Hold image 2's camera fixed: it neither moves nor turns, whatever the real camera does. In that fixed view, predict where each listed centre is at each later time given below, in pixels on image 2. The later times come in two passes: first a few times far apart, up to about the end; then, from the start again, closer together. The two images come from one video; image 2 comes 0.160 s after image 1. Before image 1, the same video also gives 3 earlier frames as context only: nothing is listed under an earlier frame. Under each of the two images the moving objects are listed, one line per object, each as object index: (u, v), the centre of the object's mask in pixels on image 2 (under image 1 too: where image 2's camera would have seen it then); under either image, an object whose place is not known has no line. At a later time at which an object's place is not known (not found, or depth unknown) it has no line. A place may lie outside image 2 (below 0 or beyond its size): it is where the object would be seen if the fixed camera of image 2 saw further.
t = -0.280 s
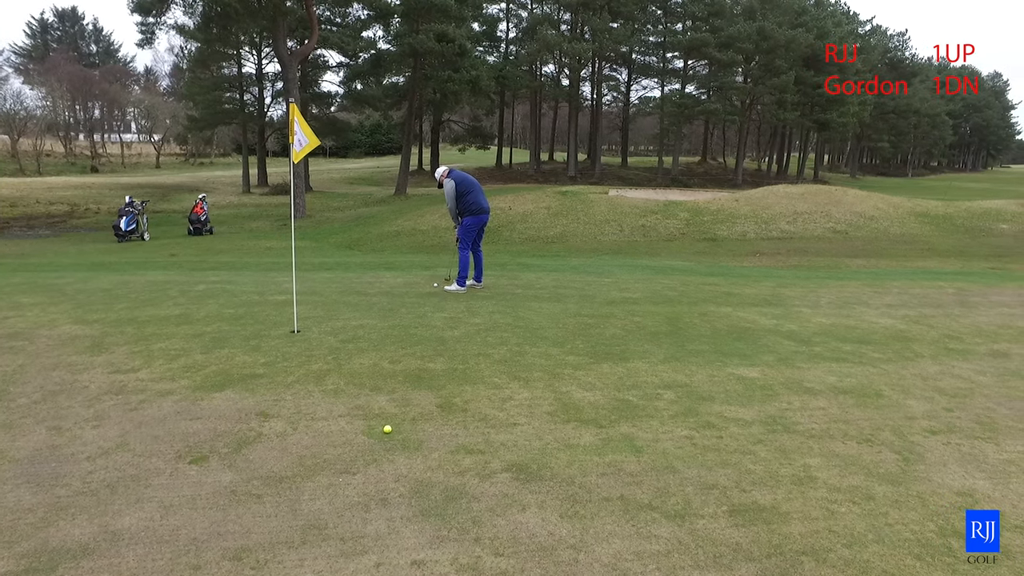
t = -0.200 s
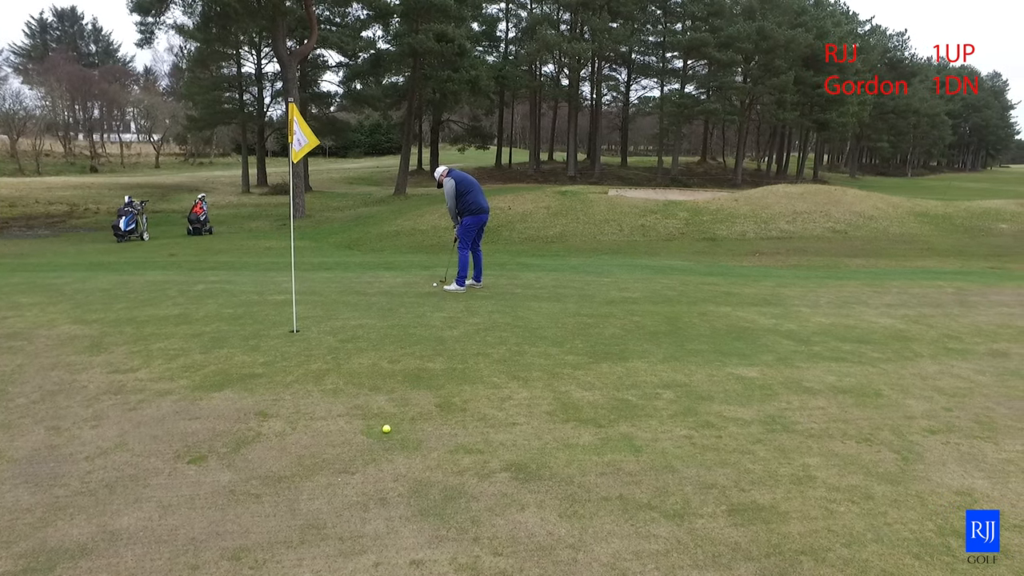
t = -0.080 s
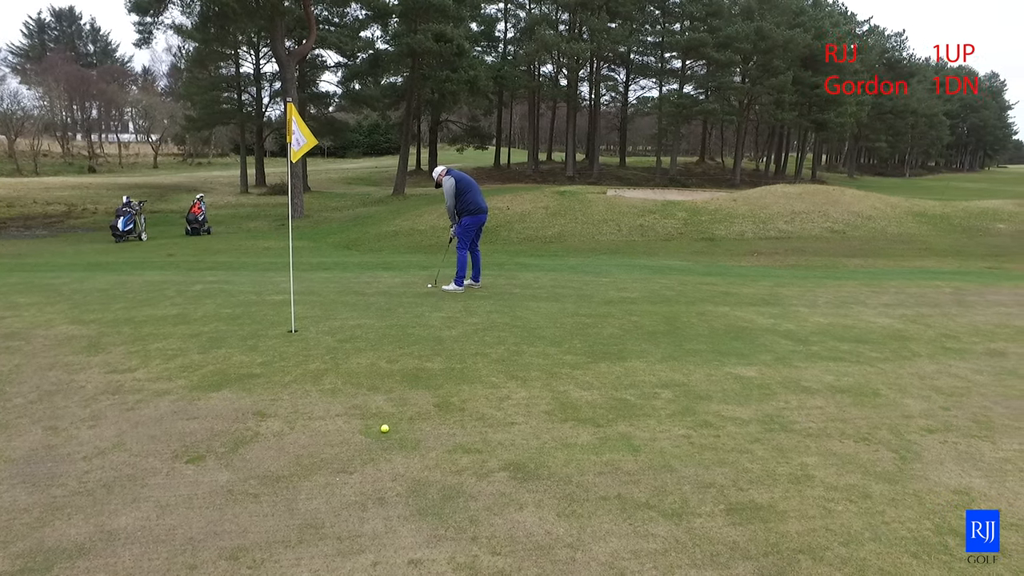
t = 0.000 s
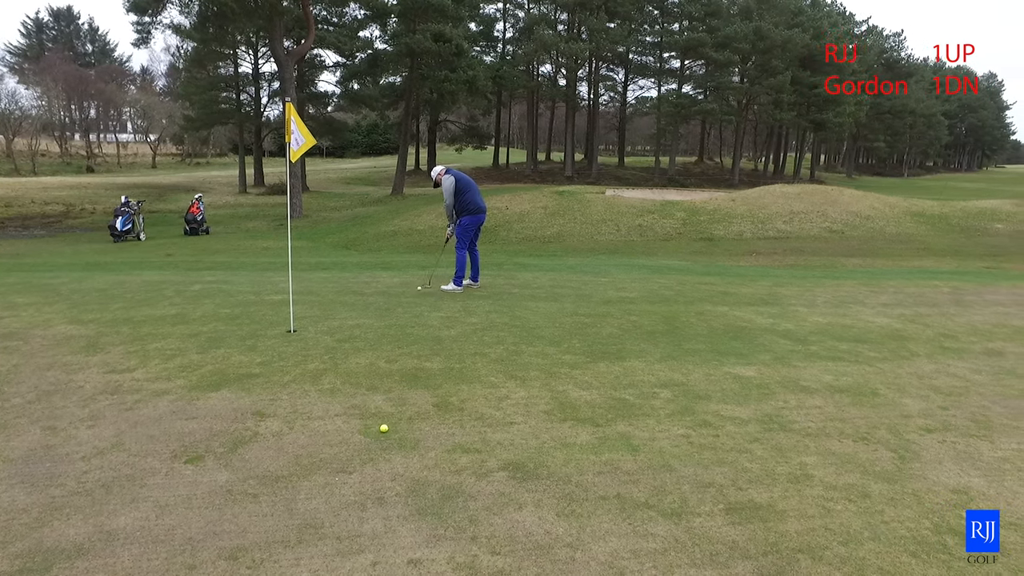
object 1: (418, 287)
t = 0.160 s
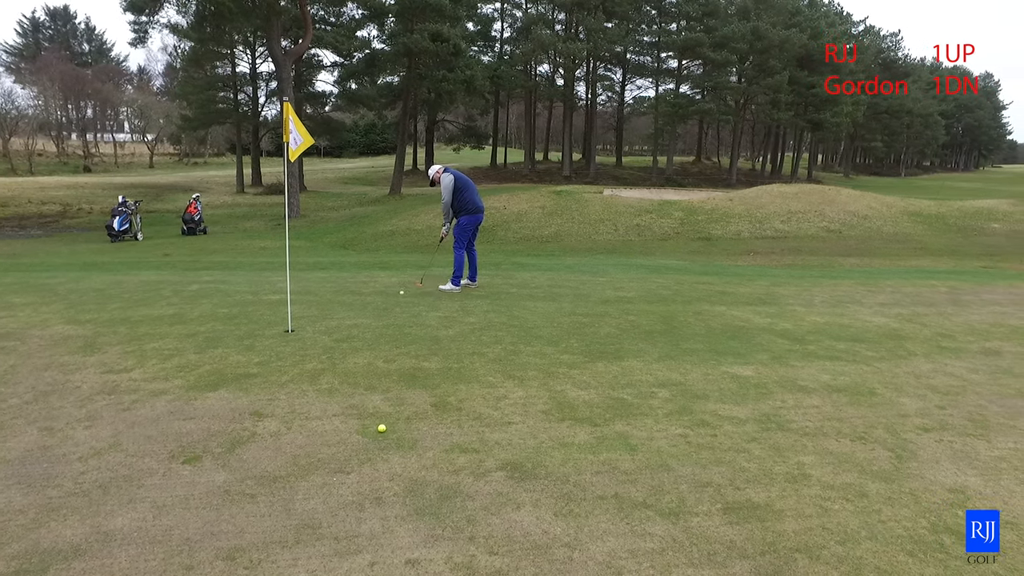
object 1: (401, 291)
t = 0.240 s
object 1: (394, 294)
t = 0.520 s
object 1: (368, 302)
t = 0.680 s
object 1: (355, 307)
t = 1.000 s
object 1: (329, 316)
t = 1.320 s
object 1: (307, 325)
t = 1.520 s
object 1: (296, 329)
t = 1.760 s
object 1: (285, 334)
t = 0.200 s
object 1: (399, 293)
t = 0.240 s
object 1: (394, 294)
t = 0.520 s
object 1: (368, 302)
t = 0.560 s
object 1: (365, 304)
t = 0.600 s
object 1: (361, 305)
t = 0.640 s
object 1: (358, 306)
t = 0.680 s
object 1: (355, 307)
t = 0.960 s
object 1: (332, 315)
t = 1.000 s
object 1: (329, 316)
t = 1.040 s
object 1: (326, 318)
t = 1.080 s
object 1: (323, 318)
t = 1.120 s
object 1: (320, 320)
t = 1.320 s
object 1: (307, 325)
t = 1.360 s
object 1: (305, 326)
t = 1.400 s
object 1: (303, 327)
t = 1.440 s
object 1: (300, 328)
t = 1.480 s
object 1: (298, 328)
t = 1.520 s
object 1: (296, 329)
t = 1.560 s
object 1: (294, 330)
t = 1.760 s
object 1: (285, 334)
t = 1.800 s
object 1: (283, 335)
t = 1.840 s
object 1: (282, 336)
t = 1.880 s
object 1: (280, 337)
